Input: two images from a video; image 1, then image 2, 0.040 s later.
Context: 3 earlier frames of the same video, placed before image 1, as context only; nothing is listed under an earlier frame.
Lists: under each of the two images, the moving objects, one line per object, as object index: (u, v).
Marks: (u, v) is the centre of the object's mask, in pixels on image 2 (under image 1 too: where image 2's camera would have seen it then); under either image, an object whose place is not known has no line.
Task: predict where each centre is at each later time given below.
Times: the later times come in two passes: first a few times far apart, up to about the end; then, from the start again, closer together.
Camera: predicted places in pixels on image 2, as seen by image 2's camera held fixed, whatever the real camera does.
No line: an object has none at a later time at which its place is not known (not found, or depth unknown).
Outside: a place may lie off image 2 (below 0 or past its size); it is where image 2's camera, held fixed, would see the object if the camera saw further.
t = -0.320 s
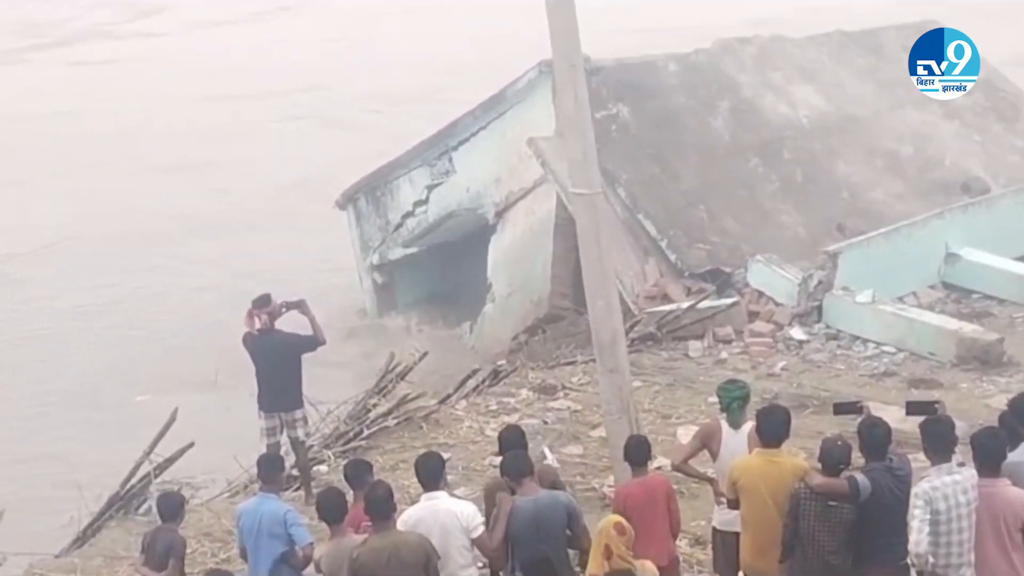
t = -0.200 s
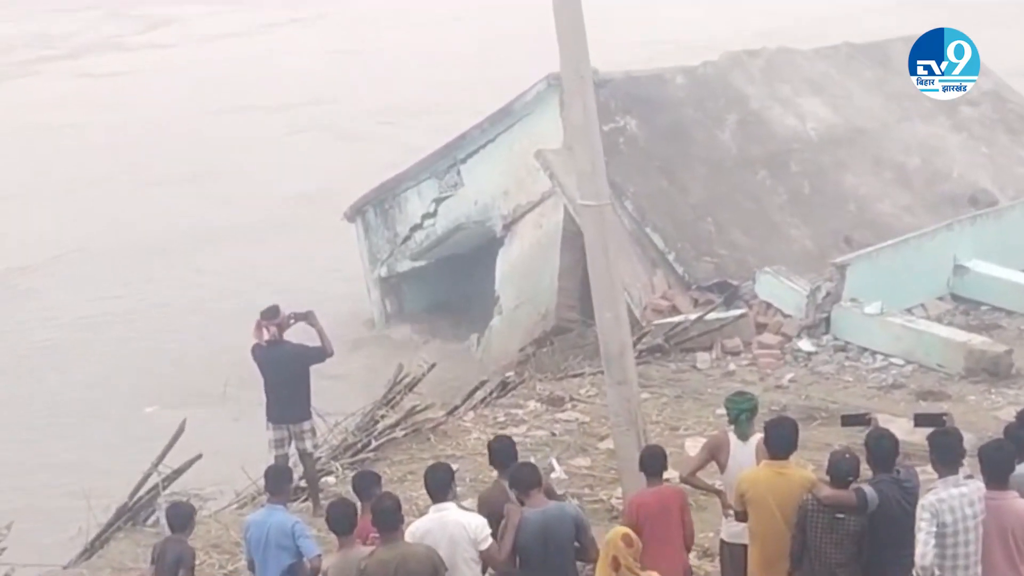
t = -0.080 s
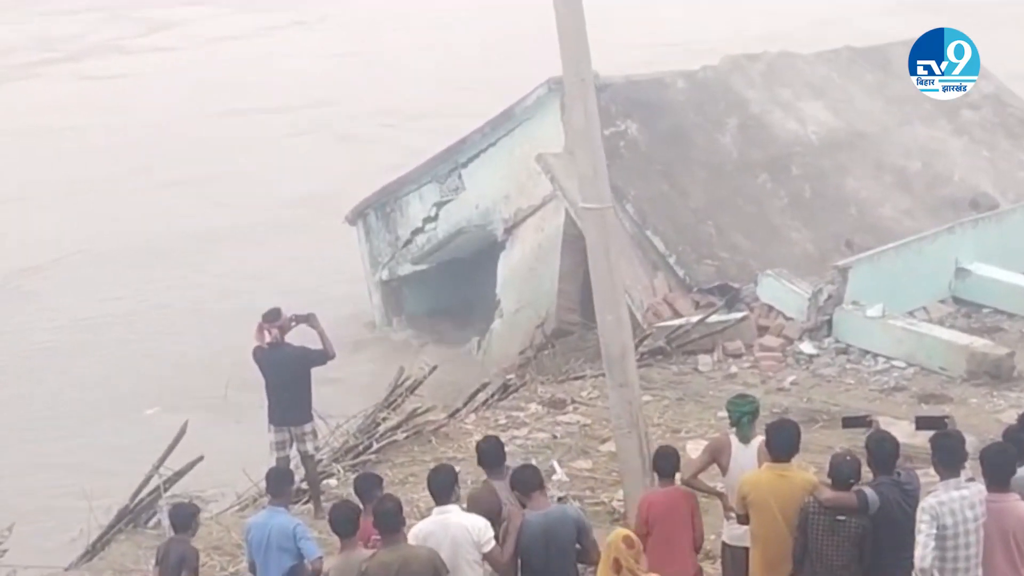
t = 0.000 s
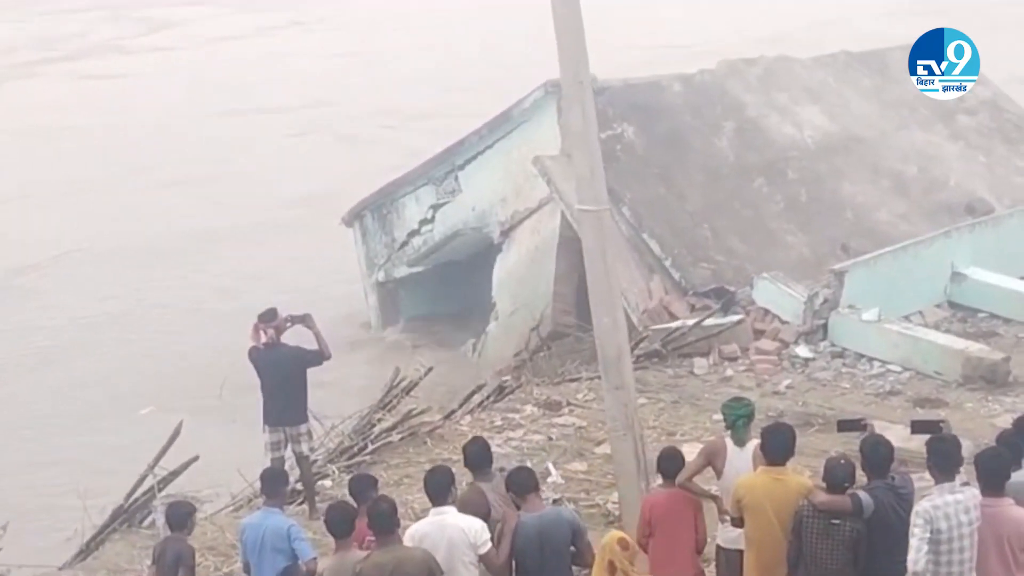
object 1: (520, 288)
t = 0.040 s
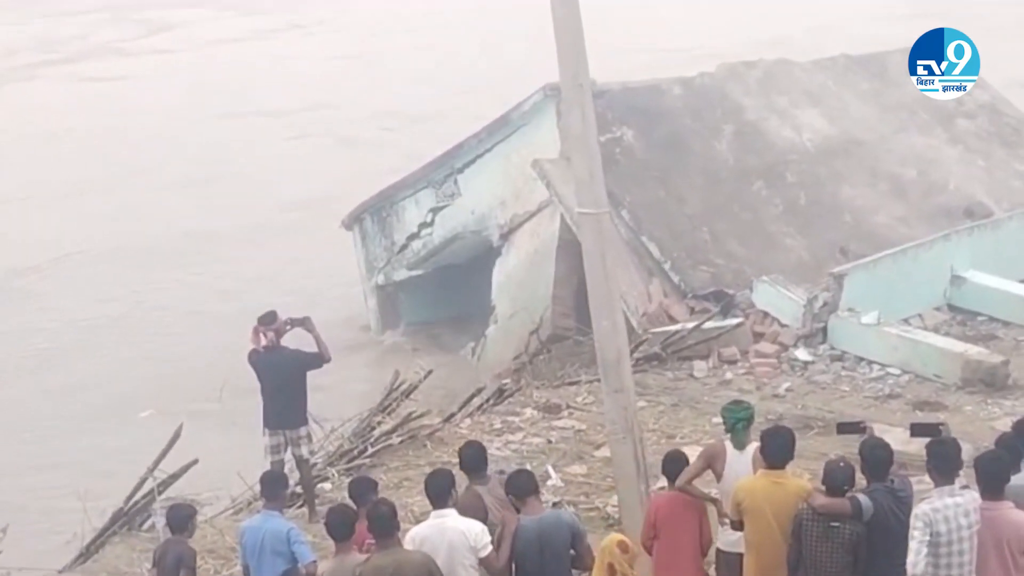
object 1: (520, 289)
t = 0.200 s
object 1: (519, 289)
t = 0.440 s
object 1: (517, 293)
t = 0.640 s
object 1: (517, 294)
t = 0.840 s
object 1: (515, 296)
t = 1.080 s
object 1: (513, 299)
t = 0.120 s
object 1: (520, 289)
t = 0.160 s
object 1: (520, 289)
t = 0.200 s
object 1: (519, 289)
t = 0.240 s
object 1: (519, 289)
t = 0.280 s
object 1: (519, 290)
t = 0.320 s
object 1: (518, 291)
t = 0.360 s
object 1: (518, 291)
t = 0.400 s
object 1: (518, 292)
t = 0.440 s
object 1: (517, 293)
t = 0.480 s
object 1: (517, 294)
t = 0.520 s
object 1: (516, 294)
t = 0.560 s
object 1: (517, 294)
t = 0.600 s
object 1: (516, 295)
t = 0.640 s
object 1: (517, 294)
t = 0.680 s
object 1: (516, 295)
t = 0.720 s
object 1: (515, 296)
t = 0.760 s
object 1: (516, 295)
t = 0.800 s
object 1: (516, 295)
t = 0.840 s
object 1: (515, 296)
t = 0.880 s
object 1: (515, 297)
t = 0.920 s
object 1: (515, 296)
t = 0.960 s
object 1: (515, 297)
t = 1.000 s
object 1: (515, 297)
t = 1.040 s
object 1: (513, 299)
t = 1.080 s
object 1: (513, 299)
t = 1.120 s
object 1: (513, 299)
